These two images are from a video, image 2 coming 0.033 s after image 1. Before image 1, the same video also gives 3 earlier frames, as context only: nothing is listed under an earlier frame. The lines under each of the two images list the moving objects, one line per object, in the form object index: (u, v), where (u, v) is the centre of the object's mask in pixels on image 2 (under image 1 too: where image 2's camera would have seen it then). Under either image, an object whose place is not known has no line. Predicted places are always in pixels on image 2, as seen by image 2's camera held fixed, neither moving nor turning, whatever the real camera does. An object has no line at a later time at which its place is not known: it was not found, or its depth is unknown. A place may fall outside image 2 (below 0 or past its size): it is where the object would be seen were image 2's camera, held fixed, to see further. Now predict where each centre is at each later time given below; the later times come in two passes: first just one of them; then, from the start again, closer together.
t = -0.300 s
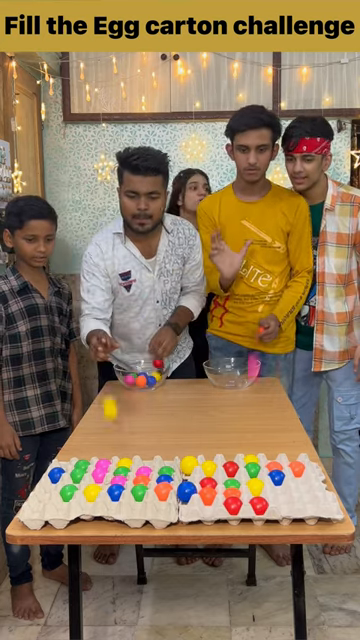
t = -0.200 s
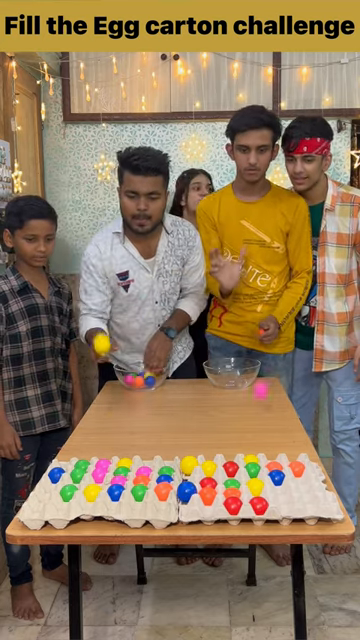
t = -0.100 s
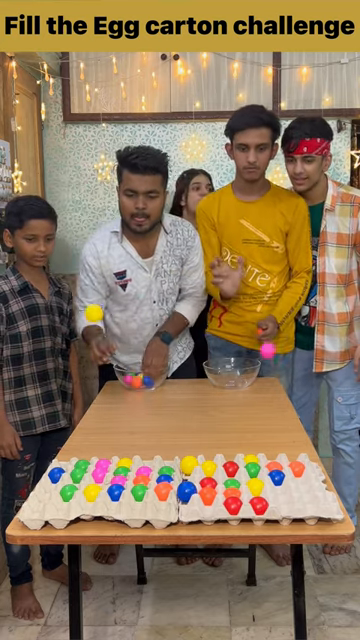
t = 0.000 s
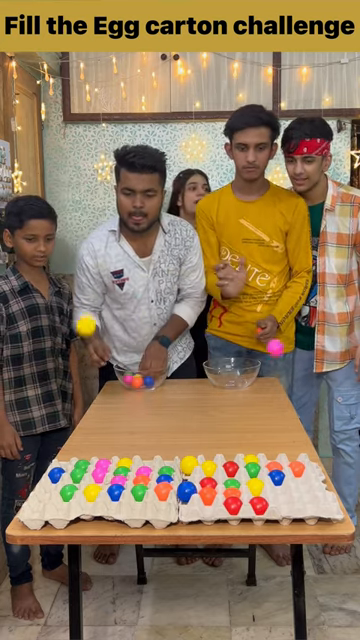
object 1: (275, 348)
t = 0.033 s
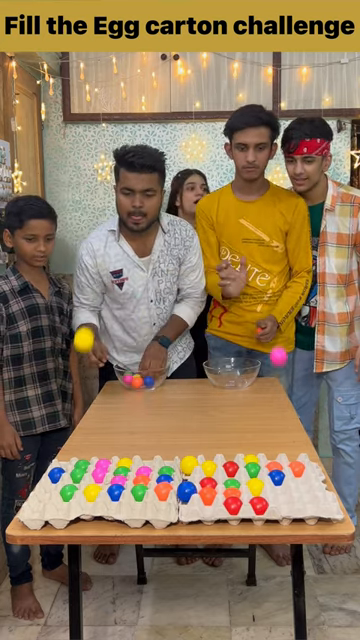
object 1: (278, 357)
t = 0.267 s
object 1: (290, 470)
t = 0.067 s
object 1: (281, 369)
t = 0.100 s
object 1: (283, 387)
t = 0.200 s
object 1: (291, 459)
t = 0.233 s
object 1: (290, 463)
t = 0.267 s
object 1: (290, 470)
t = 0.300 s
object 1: (289, 472)
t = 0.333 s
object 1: (288, 477)
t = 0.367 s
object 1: (288, 488)
